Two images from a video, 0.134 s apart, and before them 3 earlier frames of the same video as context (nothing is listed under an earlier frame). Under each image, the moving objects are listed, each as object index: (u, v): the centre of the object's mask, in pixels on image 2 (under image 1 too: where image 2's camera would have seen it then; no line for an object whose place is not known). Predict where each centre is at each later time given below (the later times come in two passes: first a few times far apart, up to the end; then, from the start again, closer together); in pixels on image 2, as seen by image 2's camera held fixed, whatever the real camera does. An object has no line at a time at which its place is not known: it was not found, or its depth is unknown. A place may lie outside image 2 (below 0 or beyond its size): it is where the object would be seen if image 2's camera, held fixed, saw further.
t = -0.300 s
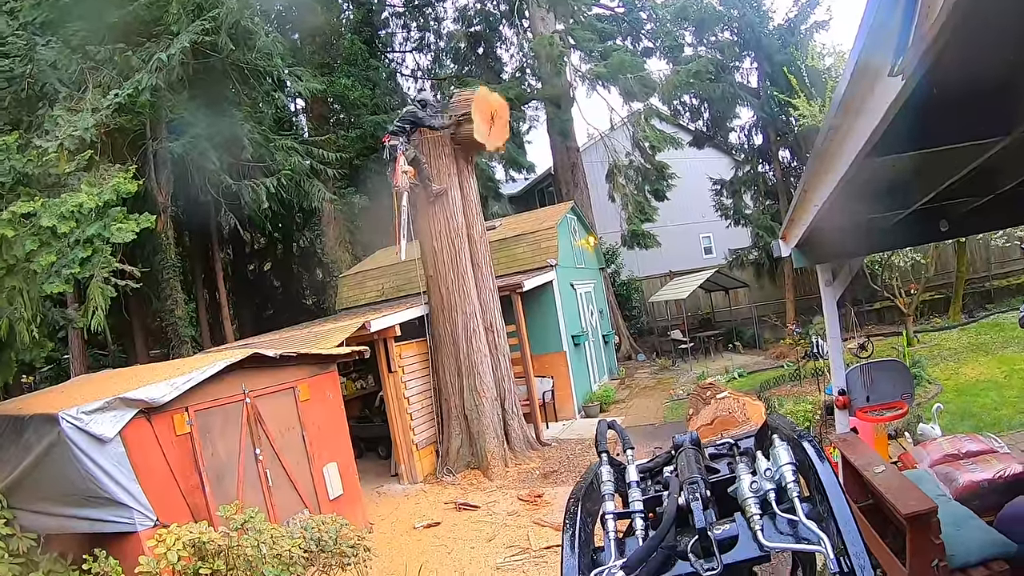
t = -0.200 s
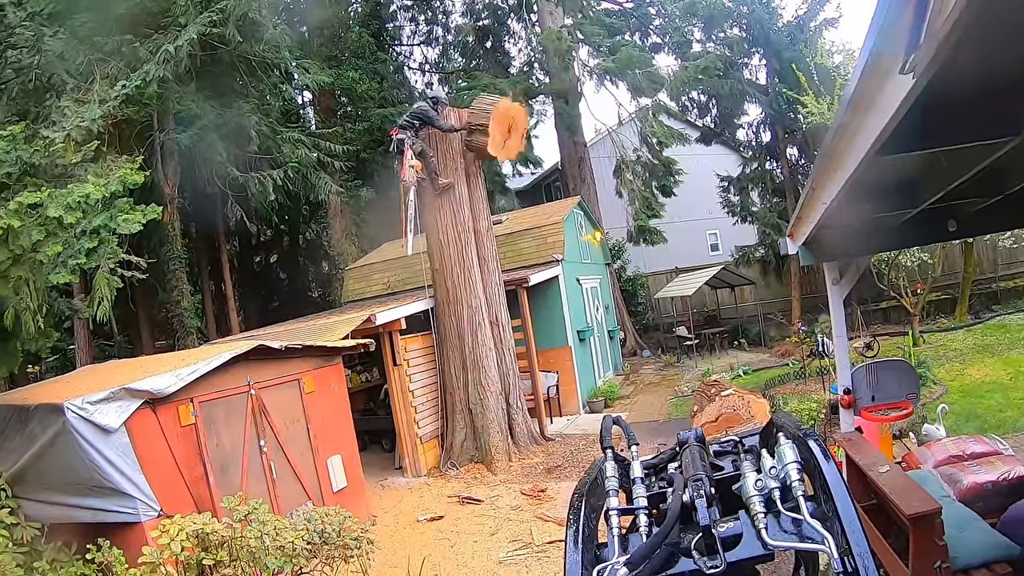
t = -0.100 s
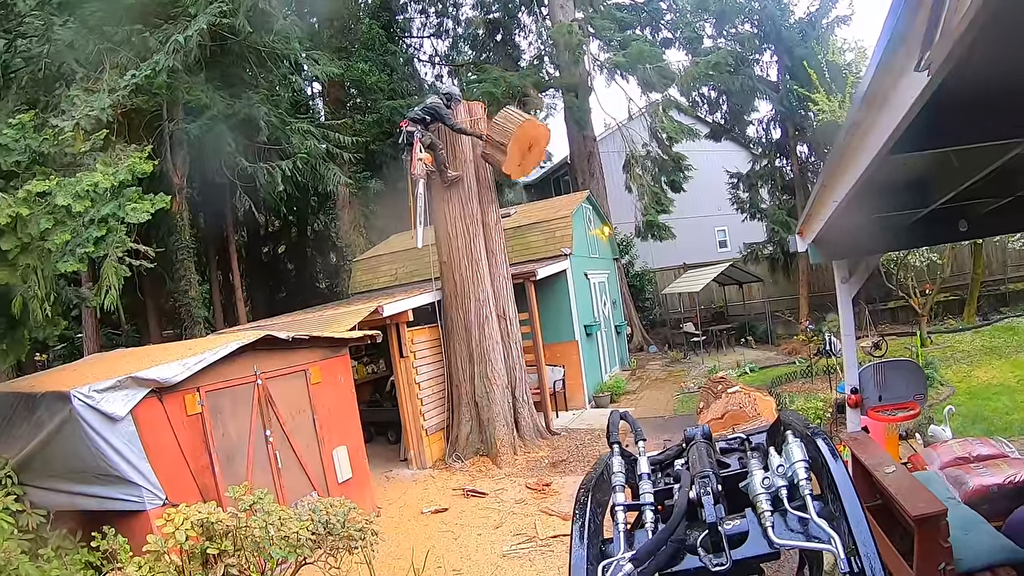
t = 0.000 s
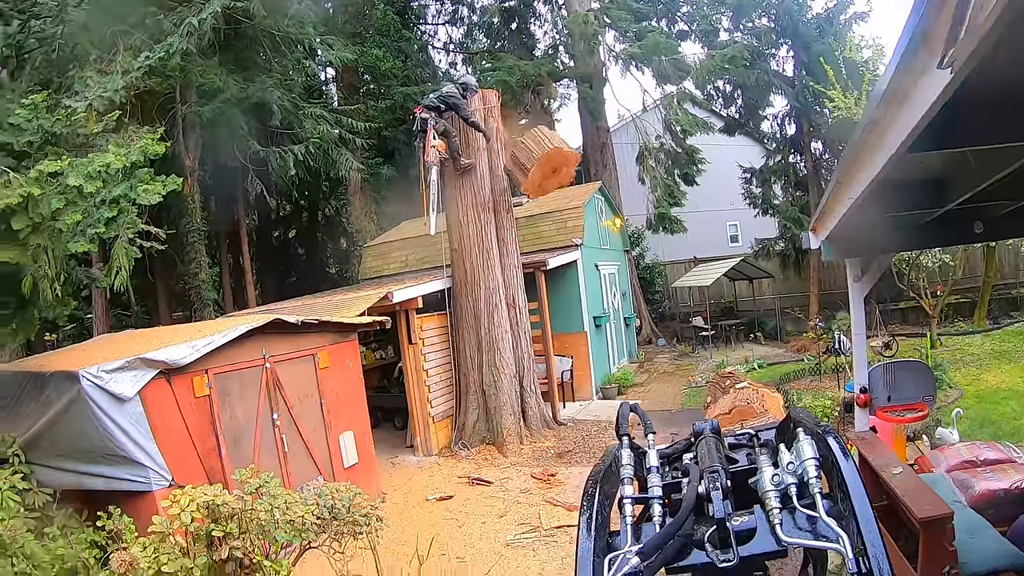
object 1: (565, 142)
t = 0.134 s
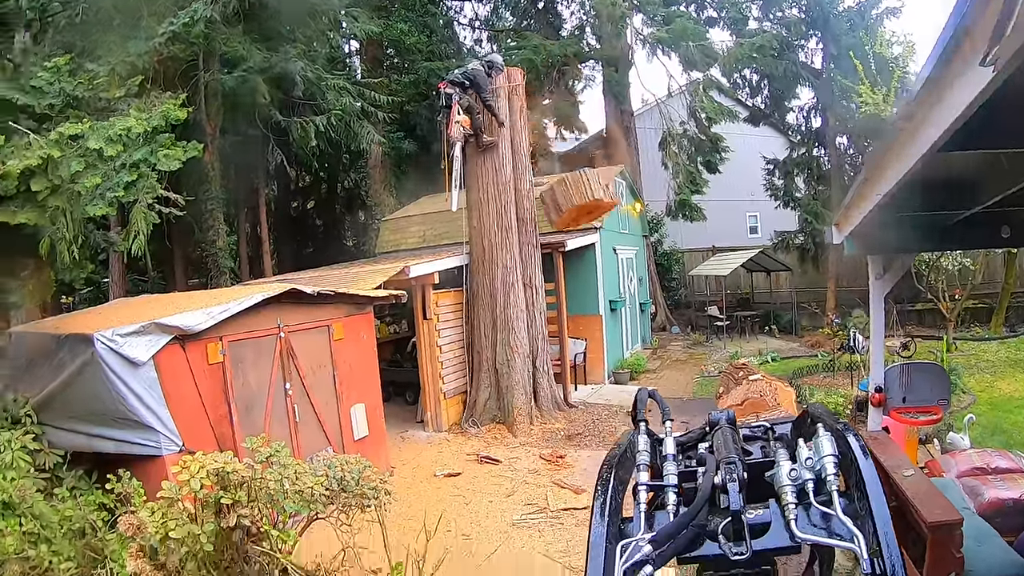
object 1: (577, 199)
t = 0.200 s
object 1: (587, 234)
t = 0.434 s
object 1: (618, 386)
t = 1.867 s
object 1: (558, 431)
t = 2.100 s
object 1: (559, 434)
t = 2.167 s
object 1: (558, 434)
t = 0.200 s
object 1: (587, 234)
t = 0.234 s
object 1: (591, 252)
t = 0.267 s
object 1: (593, 273)
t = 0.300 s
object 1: (601, 293)
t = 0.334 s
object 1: (606, 315)
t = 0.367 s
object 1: (610, 338)
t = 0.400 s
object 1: (614, 363)
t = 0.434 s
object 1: (618, 386)
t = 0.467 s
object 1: (621, 412)
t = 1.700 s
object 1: (554, 423)
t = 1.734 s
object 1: (555, 427)
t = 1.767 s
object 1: (555, 429)
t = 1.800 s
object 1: (556, 430)
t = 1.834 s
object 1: (557, 429)
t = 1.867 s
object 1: (558, 431)
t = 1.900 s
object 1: (558, 432)
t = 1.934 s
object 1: (559, 433)
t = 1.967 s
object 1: (560, 433)
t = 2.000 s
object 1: (560, 434)
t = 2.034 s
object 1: (560, 433)
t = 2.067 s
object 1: (559, 434)
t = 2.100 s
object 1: (559, 434)
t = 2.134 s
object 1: (558, 434)
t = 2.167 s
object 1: (558, 434)
